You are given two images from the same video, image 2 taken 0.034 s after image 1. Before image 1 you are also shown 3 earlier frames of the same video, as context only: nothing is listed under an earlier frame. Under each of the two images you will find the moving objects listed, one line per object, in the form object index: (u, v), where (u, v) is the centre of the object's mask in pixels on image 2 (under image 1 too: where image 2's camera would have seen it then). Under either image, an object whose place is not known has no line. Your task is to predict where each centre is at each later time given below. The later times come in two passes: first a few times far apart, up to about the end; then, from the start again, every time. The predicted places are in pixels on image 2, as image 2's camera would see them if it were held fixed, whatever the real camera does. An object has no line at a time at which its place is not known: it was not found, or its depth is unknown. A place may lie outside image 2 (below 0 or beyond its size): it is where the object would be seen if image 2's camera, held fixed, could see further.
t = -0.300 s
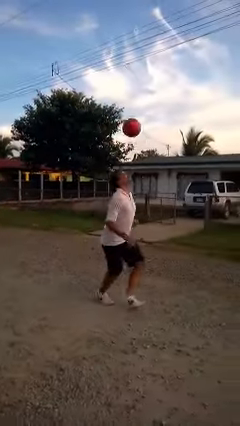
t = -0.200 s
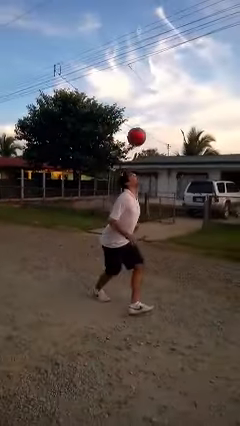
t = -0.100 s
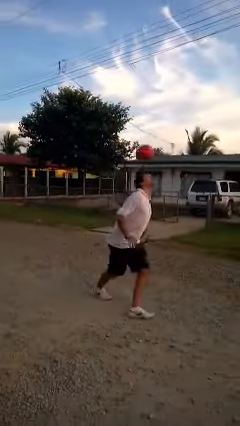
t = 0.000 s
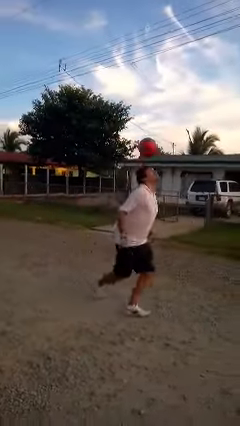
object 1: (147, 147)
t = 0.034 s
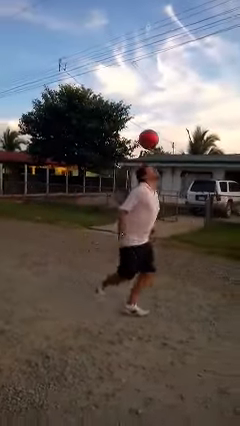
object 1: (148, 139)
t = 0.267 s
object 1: (157, 110)
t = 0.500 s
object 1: (167, 131)
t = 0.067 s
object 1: (149, 131)
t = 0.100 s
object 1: (151, 126)
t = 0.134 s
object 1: (152, 120)
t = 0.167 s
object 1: (153, 116)
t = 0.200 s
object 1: (154, 112)
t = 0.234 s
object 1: (156, 111)
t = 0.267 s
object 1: (157, 110)
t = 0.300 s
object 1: (158, 110)
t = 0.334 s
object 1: (159, 111)
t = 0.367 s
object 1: (160, 113)
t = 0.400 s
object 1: (162, 116)
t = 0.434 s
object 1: (163, 121)
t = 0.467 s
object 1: (164, 126)
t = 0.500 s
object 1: (167, 131)
